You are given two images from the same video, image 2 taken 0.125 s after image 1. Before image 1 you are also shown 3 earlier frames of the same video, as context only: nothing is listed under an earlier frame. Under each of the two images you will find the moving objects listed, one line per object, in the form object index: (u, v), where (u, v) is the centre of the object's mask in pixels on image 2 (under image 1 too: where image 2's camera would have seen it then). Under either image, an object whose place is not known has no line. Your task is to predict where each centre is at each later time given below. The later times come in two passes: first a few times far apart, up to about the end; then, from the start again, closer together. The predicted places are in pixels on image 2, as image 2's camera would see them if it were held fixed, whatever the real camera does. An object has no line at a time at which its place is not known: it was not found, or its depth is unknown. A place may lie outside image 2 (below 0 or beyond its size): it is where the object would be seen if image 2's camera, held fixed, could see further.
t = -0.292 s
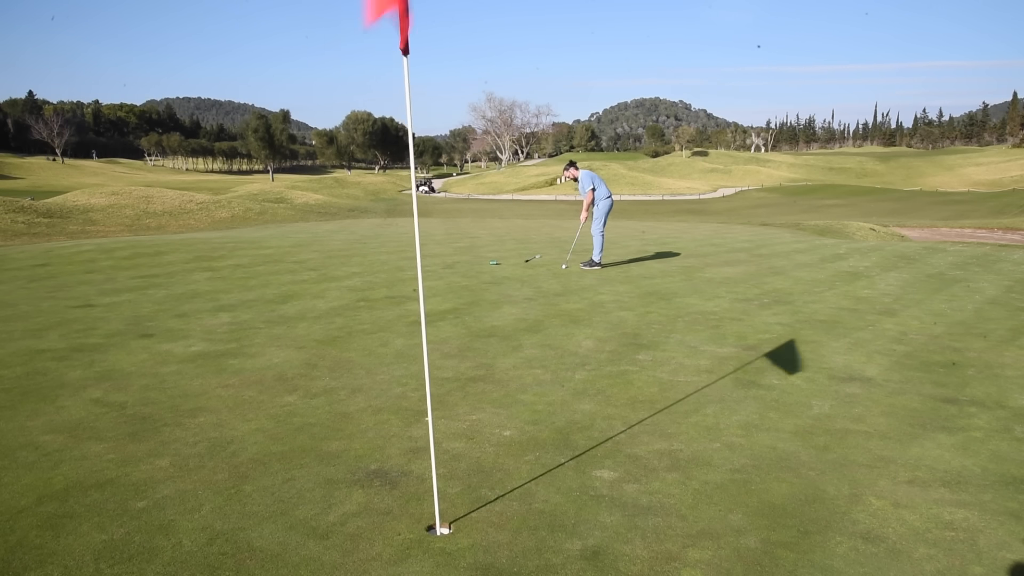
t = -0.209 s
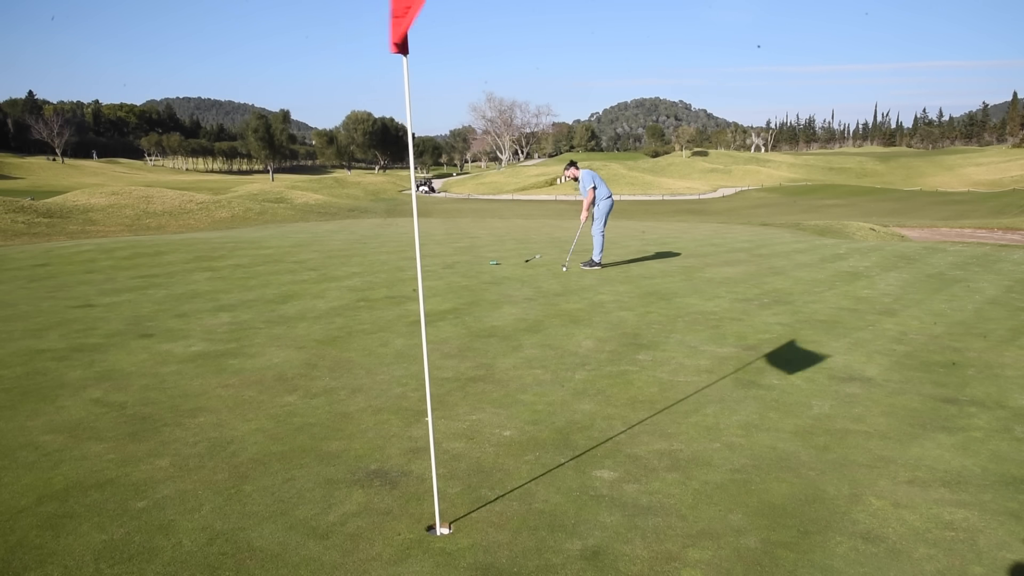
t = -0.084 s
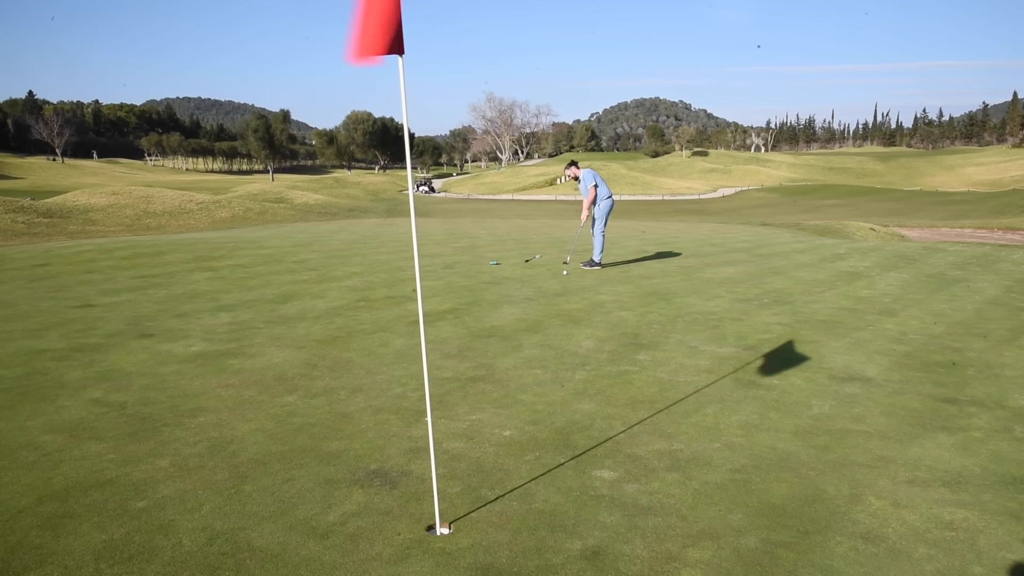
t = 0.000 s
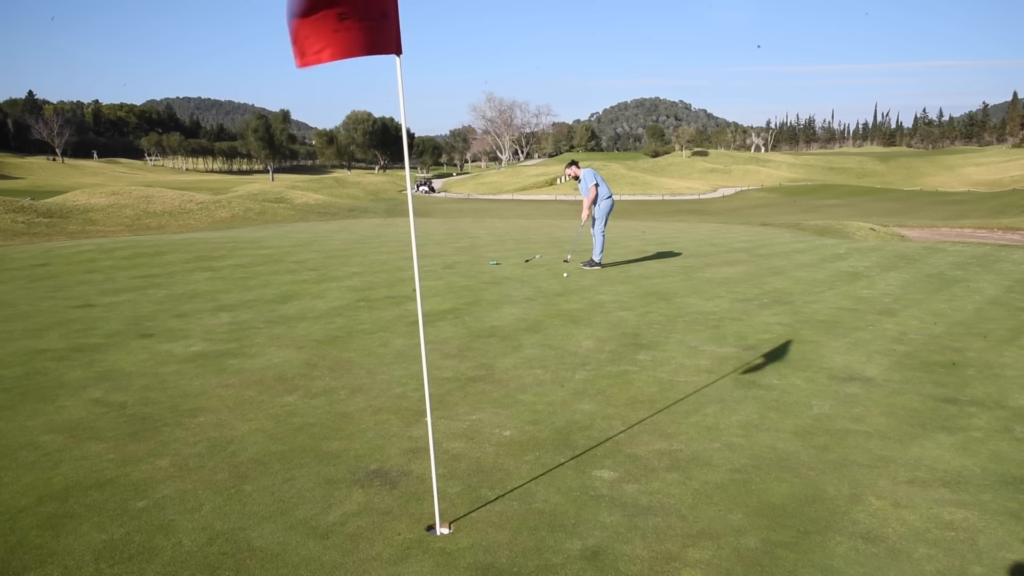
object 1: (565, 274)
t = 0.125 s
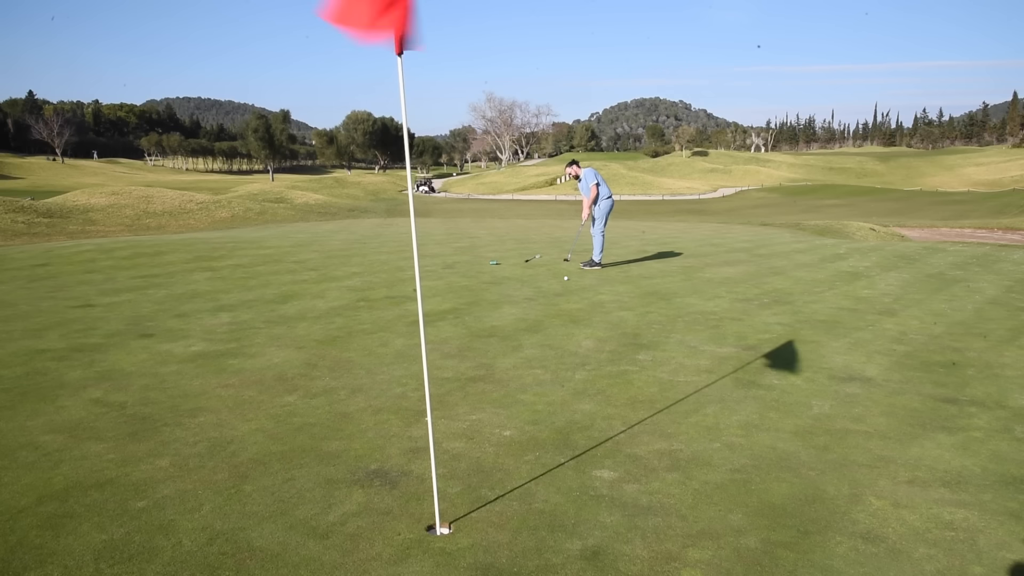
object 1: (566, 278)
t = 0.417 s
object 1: (566, 287)
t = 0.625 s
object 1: (567, 293)
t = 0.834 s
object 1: (567, 300)
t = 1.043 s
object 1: (568, 308)
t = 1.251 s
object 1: (568, 316)
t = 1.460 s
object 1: (568, 325)
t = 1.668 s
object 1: (568, 335)
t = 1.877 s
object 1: (567, 346)
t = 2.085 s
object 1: (565, 357)
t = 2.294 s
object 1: (564, 369)
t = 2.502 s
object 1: (562, 381)
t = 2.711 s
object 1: (560, 393)
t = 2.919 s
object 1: (557, 405)
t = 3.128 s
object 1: (553, 418)
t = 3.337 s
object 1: (550, 431)
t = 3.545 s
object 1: (546, 443)
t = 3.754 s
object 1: (542, 455)
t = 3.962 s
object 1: (537, 466)
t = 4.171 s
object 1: (532, 476)
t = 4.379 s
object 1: (529, 484)
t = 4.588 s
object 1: (528, 491)
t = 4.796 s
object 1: (527, 496)
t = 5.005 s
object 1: (526, 499)
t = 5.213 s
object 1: (525, 501)
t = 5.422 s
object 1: (524, 501)
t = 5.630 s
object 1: (524, 501)
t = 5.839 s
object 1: (524, 501)
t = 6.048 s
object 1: (524, 501)
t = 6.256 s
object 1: (524, 501)
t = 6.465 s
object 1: (524, 501)
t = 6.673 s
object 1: (524, 501)
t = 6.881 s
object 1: (524, 501)
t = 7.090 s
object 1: (524, 501)
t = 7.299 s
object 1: (524, 501)
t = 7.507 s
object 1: (524, 501)
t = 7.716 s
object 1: (524, 501)
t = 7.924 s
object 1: (524, 501)
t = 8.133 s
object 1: (524, 501)
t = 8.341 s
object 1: (524, 501)
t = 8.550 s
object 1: (524, 501)
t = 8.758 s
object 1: (524, 501)
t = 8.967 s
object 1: (524, 501)
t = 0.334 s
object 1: (566, 284)
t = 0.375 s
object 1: (566, 286)
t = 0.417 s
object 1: (566, 287)
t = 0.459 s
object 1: (566, 288)
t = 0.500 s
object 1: (567, 289)
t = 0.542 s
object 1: (567, 290)
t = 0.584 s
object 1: (567, 292)
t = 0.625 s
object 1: (567, 293)
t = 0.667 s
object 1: (567, 295)
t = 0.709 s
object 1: (567, 296)
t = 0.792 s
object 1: (567, 299)
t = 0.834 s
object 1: (567, 300)
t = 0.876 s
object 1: (567, 302)
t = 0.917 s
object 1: (567, 303)
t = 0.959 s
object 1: (568, 305)
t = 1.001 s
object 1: (568, 306)
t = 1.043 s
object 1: (568, 308)
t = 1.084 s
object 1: (568, 310)
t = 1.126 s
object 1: (568, 311)
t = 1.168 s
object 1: (568, 313)
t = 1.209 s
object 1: (568, 315)
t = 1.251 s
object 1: (568, 316)
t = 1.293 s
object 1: (568, 318)
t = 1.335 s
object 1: (568, 320)
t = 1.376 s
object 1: (568, 322)
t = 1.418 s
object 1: (568, 324)
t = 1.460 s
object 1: (568, 325)
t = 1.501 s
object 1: (568, 327)
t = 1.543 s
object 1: (568, 329)
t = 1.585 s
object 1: (568, 331)
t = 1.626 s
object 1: (568, 333)
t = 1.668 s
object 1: (568, 335)
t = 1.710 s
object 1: (568, 337)
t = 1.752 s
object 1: (568, 340)
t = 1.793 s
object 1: (567, 342)
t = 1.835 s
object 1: (568, 344)
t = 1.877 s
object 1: (567, 346)
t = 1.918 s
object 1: (567, 348)
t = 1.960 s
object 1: (567, 351)
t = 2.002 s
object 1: (566, 353)
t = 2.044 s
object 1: (566, 355)
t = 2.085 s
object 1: (565, 357)
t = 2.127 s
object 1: (565, 360)
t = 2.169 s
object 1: (565, 362)
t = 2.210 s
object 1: (564, 364)
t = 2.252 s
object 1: (564, 367)
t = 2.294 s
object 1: (564, 369)
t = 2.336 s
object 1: (564, 371)
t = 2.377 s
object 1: (563, 373)
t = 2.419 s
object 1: (563, 376)
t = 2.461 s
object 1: (562, 378)
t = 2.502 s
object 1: (562, 381)
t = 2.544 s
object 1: (562, 383)
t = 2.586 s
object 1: (561, 386)
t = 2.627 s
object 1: (560, 388)
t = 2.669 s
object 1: (560, 390)
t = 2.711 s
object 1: (560, 393)
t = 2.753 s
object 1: (559, 395)
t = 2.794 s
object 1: (559, 398)
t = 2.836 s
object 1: (558, 400)
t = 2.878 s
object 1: (558, 403)
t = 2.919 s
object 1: (557, 405)
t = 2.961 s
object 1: (556, 408)
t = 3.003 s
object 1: (555, 410)
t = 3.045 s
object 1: (555, 412)
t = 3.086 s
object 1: (554, 415)
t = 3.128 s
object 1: (553, 418)
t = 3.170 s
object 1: (553, 420)
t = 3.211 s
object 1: (552, 423)
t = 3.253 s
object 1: (551, 426)
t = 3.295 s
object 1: (550, 428)
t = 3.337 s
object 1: (550, 431)
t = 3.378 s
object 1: (549, 433)
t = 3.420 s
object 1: (548, 436)
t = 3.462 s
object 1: (548, 438)
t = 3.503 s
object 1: (547, 441)
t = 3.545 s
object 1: (546, 443)
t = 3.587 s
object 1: (545, 446)
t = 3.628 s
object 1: (544, 448)
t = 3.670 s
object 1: (544, 450)
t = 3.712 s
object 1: (542, 453)
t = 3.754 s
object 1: (542, 455)
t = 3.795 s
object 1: (541, 458)
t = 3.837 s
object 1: (540, 460)
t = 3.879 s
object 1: (539, 462)
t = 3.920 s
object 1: (538, 464)
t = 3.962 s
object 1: (537, 466)
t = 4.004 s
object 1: (536, 468)
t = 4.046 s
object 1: (534, 470)
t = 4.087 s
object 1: (534, 472)
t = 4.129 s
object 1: (533, 474)
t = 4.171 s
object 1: (532, 476)
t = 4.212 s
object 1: (531, 477)
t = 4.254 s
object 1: (530, 479)
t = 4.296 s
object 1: (529, 481)
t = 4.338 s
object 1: (529, 482)
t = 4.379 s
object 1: (529, 484)
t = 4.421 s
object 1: (528, 485)
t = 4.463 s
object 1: (528, 487)
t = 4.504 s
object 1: (528, 488)
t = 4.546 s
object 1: (528, 490)
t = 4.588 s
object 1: (528, 491)
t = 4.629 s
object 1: (528, 492)
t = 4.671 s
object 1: (528, 493)
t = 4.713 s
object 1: (527, 494)
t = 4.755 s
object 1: (527, 495)
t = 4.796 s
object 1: (527, 496)
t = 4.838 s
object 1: (526, 497)
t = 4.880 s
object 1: (526, 497)
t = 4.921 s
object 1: (526, 498)
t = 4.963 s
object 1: (526, 499)
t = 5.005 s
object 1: (526, 499)
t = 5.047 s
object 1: (526, 500)
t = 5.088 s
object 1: (526, 500)
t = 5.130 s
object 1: (526, 500)
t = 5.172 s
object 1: (525, 501)
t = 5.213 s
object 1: (525, 501)
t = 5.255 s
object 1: (525, 501)
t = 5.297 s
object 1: (524, 501)
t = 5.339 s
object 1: (524, 501)
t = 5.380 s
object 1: (524, 501)
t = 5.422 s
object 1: (524, 501)
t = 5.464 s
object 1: (524, 501)
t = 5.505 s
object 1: (524, 501)
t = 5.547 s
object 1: (524, 501)
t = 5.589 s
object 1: (524, 501)
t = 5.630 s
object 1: (524, 501)
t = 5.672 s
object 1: (524, 501)
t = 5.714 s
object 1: (524, 501)
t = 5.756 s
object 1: (524, 501)
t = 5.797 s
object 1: (524, 501)
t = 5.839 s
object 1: (524, 501)
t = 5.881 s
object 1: (524, 501)
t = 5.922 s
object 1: (524, 501)
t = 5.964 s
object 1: (524, 501)
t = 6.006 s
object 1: (524, 501)
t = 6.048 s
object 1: (524, 501)
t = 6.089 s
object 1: (524, 501)
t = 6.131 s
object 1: (524, 501)
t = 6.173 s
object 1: (524, 501)
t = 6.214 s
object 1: (524, 501)
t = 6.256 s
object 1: (524, 501)
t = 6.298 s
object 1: (524, 501)
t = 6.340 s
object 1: (524, 501)
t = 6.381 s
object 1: (524, 501)
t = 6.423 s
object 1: (524, 501)
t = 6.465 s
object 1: (524, 501)
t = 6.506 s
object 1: (524, 501)
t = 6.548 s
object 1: (524, 501)
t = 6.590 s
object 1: (524, 501)
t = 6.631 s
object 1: (524, 501)
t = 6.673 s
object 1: (524, 501)
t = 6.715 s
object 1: (524, 501)
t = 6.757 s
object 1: (524, 501)
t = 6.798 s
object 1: (524, 501)
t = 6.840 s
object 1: (524, 501)
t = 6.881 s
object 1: (524, 501)
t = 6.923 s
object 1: (524, 501)
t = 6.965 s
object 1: (524, 501)
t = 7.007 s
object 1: (524, 501)
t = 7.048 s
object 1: (524, 501)
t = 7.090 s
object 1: (524, 501)
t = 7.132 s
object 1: (524, 501)
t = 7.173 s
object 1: (524, 501)
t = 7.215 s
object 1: (524, 501)
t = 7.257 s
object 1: (524, 501)
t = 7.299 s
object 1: (524, 501)
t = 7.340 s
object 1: (524, 501)
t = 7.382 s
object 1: (524, 501)
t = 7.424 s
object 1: (524, 501)
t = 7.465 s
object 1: (524, 501)
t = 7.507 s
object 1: (524, 501)
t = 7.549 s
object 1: (524, 501)
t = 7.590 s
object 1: (524, 501)
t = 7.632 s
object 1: (524, 501)
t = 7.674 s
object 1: (524, 501)
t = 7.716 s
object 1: (524, 501)
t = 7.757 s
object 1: (524, 501)
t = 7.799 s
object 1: (524, 501)
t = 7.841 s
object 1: (524, 501)
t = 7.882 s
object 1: (524, 501)
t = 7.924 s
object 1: (524, 501)
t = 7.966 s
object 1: (524, 501)
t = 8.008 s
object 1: (524, 501)
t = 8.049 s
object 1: (524, 501)
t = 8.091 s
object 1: (524, 501)
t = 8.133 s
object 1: (524, 501)
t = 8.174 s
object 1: (524, 501)
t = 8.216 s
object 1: (524, 501)
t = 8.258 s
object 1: (524, 501)
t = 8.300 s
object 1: (524, 501)
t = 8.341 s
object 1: (524, 501)
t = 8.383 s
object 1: (524, 501)
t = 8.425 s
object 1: (524, 501)
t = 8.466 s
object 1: (524, 501)
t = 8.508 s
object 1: (524, 501)
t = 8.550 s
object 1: (524, 501)
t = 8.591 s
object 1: (524, 501)
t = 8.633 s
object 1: (524, 501)
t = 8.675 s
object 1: (524, 501)
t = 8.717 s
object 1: (524, 501)
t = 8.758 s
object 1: (524, 501)
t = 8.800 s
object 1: (524, 501)
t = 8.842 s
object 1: (524, 501)
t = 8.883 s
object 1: (524, 501)
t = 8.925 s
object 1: (524, 501)
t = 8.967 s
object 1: (524, 501)
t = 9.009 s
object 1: (524, 501)
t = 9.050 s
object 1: (524, 501)
